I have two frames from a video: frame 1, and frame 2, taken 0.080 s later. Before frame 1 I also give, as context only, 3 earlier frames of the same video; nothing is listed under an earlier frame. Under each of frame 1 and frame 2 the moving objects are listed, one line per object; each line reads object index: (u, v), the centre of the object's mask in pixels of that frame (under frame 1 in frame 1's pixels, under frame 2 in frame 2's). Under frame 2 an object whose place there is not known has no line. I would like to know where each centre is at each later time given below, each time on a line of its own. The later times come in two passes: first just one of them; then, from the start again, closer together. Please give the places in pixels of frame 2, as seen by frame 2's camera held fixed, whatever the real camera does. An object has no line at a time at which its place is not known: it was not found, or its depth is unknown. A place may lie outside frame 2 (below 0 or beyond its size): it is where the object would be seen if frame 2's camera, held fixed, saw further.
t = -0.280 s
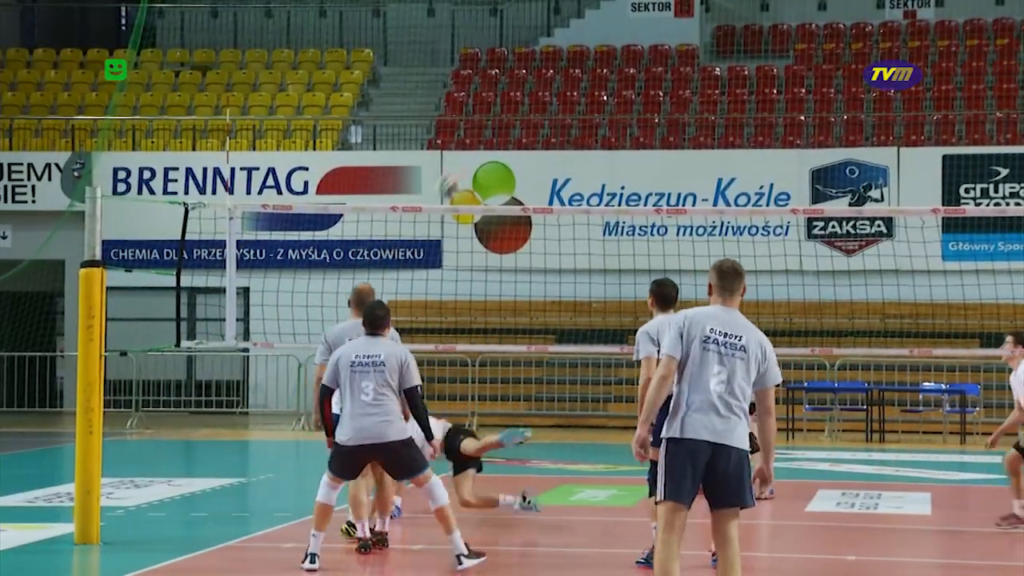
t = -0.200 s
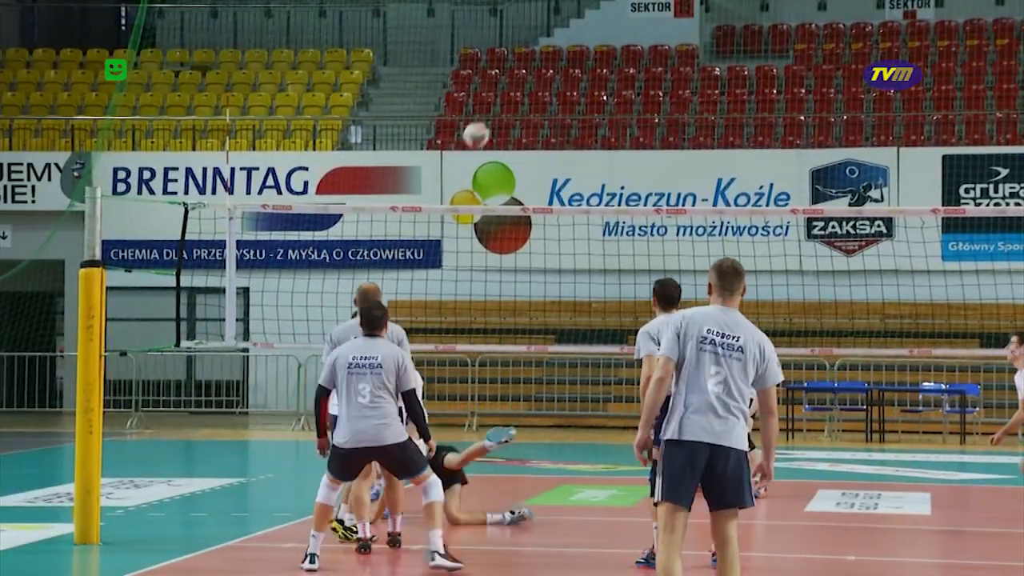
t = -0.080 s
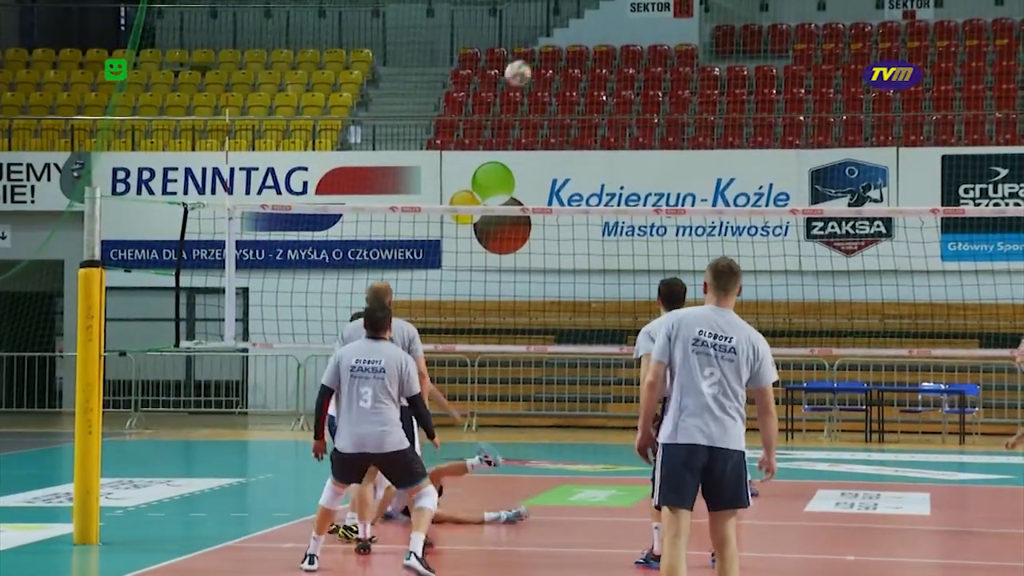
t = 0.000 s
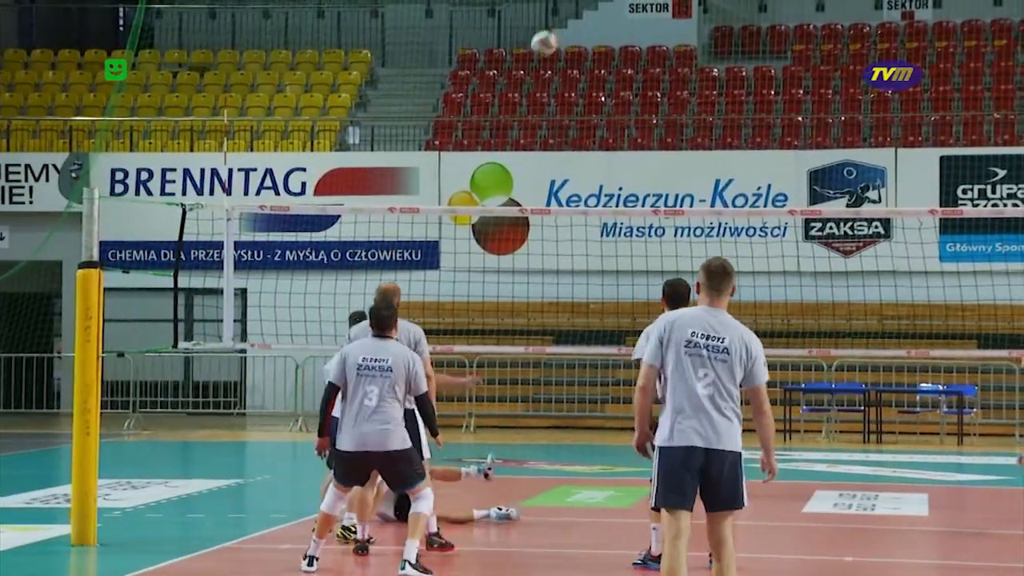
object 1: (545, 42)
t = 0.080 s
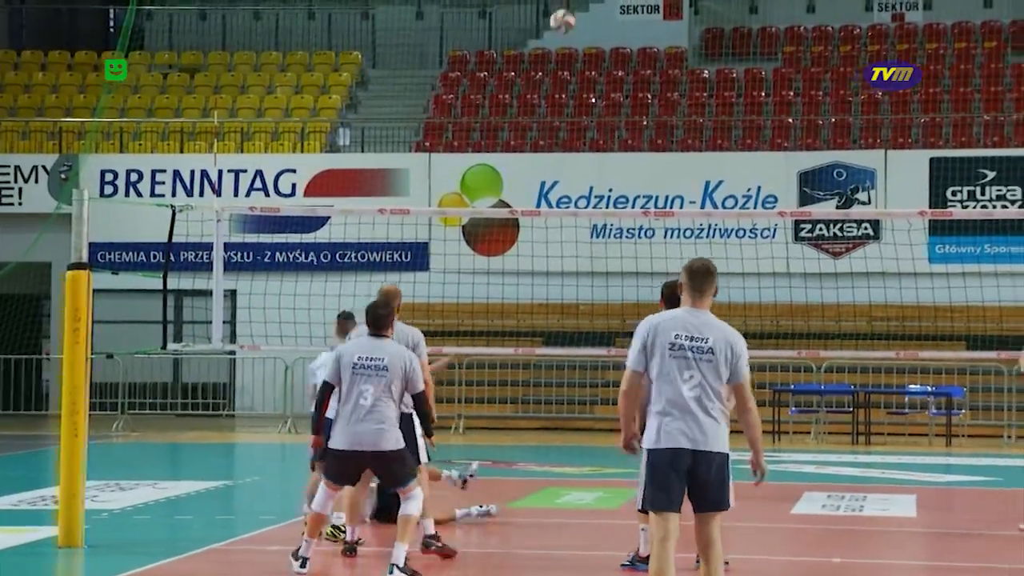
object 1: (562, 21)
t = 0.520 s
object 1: (700, 31)
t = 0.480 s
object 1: (689, 21)
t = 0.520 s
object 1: (700, 31)
